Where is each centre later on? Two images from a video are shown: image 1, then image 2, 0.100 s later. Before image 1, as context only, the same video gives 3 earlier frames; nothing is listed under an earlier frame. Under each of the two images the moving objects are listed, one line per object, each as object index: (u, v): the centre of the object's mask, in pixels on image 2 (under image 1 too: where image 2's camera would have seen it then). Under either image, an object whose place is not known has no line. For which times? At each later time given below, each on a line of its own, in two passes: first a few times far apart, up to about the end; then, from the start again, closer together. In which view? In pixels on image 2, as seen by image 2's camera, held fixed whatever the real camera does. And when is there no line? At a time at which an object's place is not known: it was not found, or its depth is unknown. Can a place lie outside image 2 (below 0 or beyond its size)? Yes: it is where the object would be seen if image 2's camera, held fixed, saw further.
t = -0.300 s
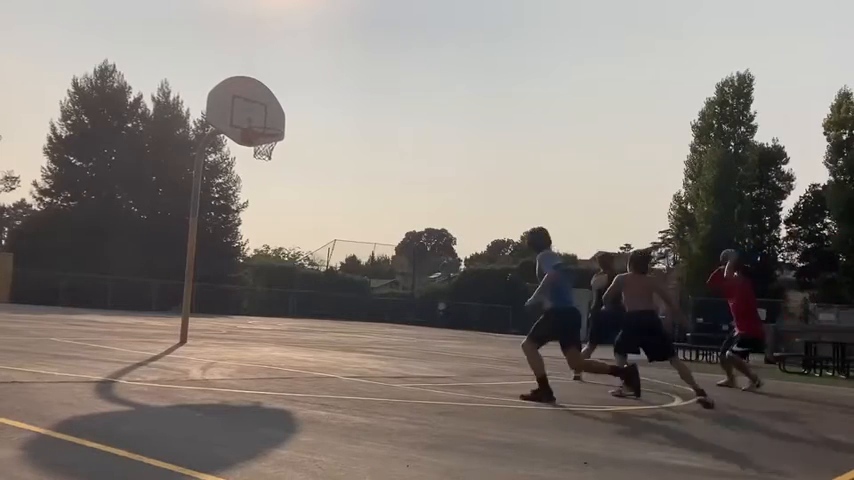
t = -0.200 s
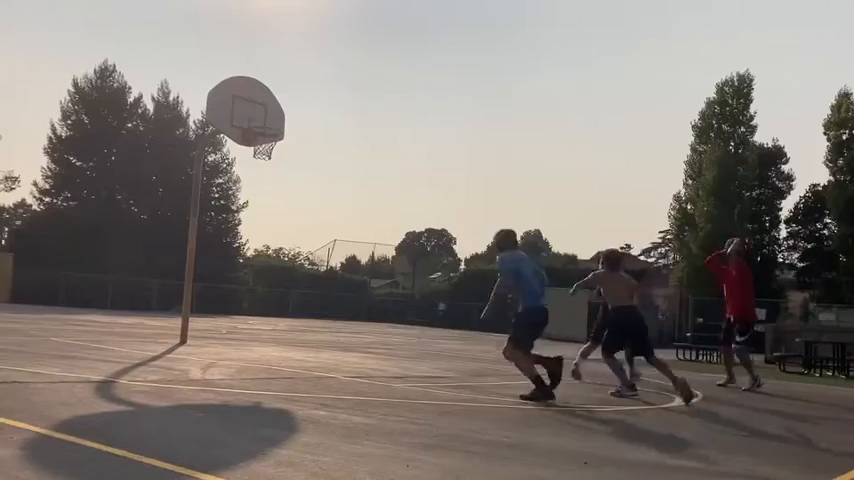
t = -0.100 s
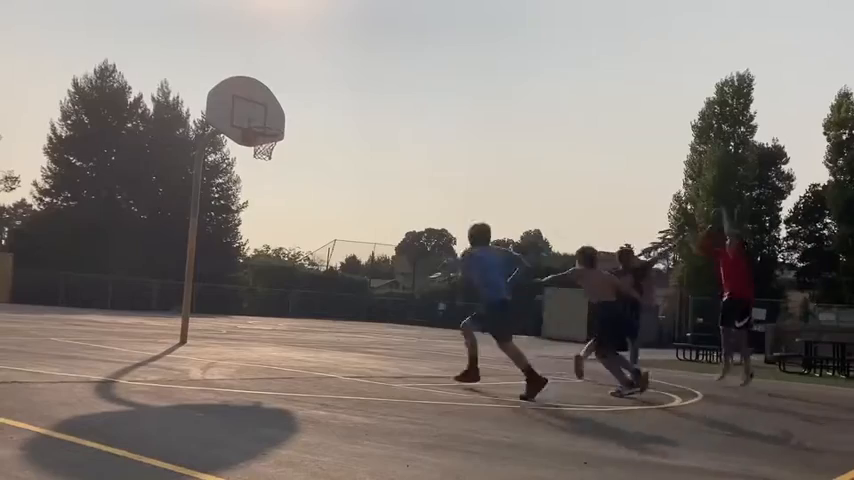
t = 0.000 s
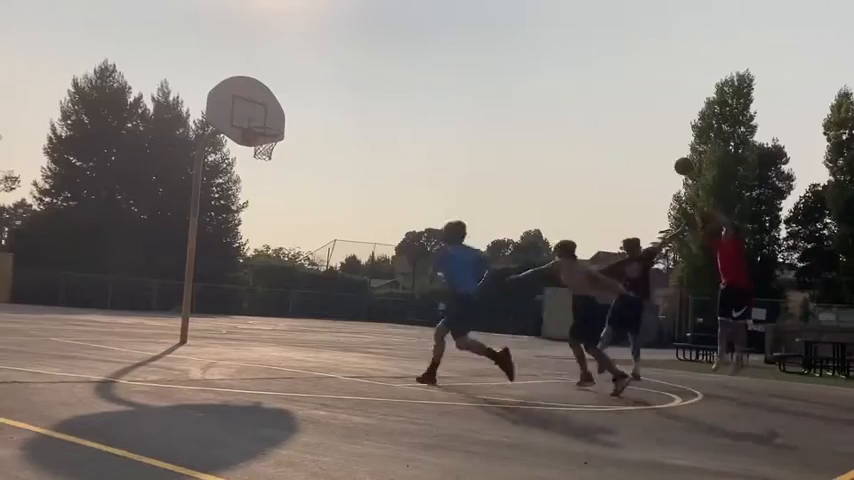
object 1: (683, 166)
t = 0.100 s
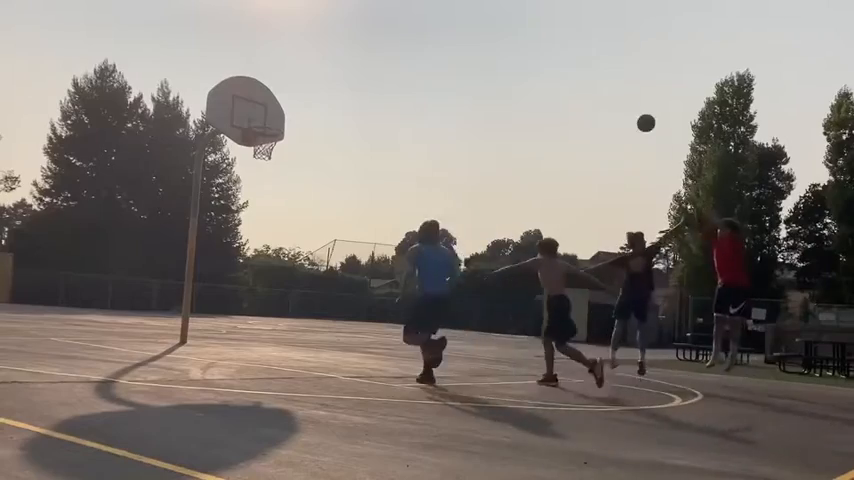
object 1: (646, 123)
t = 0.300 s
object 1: (571, 61)
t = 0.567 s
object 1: (474, 23)
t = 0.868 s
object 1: (365, 38)
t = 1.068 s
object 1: (292, 81)
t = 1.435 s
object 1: (269, 157)
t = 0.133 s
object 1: (633, 110)
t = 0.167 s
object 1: (620, 98)
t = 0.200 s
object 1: (608, 88)
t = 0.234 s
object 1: (596, 78)
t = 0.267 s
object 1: (583, 69)
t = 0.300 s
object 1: (571, 61)
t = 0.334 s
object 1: (559, 53)
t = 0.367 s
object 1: (547, 46)
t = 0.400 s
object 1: (535, 41)
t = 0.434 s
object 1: (523, 35)
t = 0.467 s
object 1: (510, 31)
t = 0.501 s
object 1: (498, 27)
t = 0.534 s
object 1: (486, 25)
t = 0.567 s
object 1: (474, 23)
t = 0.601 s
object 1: (462, 21)
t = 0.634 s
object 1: (450, 21)
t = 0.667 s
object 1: (438, 21)
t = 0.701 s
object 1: (426, 22)
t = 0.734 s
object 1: (414, 24)
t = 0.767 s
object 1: (402, 26)
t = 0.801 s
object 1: (389, 29)
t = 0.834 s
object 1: (377, 33)
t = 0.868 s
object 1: (365, 38)
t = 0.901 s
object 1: (353, 43)
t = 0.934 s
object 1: (341, 49)
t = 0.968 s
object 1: (329, 56)
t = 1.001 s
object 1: (317, 64)
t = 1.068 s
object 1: (292, 81)
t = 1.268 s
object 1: (266, 134)
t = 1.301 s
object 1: (269, 143)
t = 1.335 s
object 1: (269, 145)
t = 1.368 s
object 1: (270, 149)
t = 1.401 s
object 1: (270, 153)
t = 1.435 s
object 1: (269, 157)
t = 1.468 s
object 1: (269, 161)
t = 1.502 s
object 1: (268, 167)
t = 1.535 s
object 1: (267, 172)
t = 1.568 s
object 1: (267, 179)
